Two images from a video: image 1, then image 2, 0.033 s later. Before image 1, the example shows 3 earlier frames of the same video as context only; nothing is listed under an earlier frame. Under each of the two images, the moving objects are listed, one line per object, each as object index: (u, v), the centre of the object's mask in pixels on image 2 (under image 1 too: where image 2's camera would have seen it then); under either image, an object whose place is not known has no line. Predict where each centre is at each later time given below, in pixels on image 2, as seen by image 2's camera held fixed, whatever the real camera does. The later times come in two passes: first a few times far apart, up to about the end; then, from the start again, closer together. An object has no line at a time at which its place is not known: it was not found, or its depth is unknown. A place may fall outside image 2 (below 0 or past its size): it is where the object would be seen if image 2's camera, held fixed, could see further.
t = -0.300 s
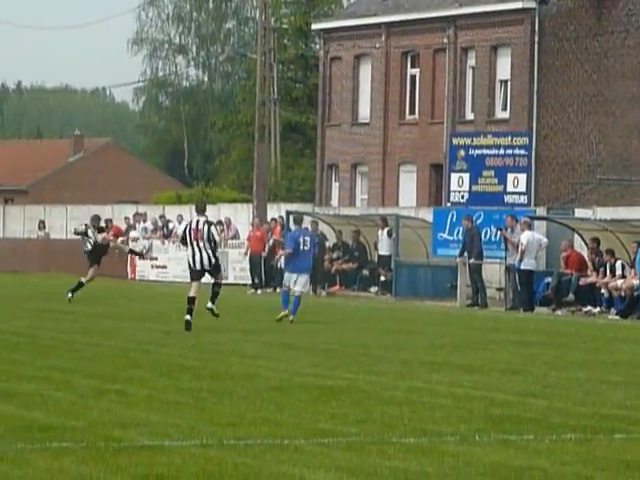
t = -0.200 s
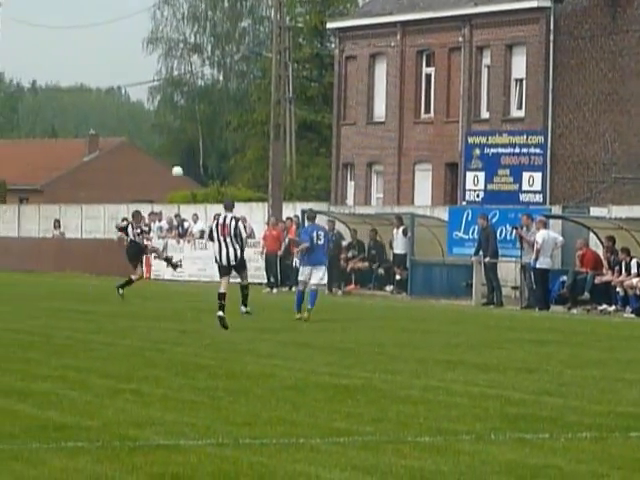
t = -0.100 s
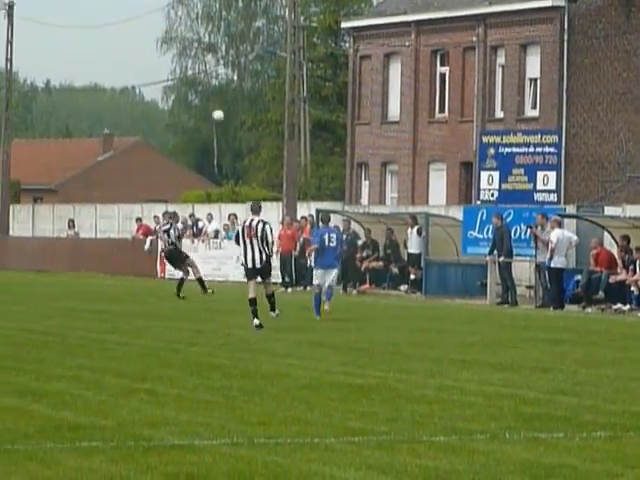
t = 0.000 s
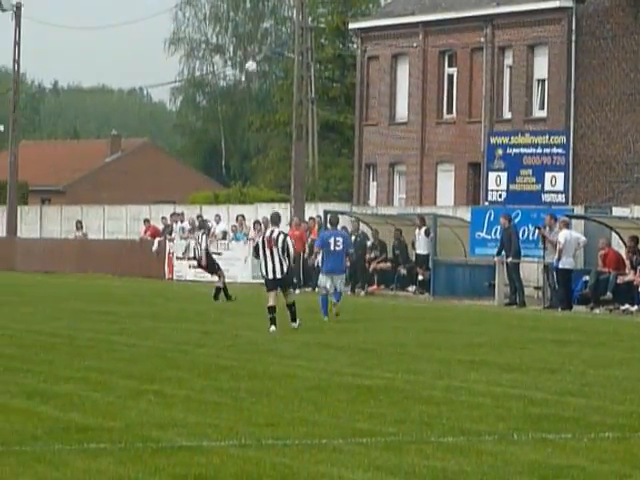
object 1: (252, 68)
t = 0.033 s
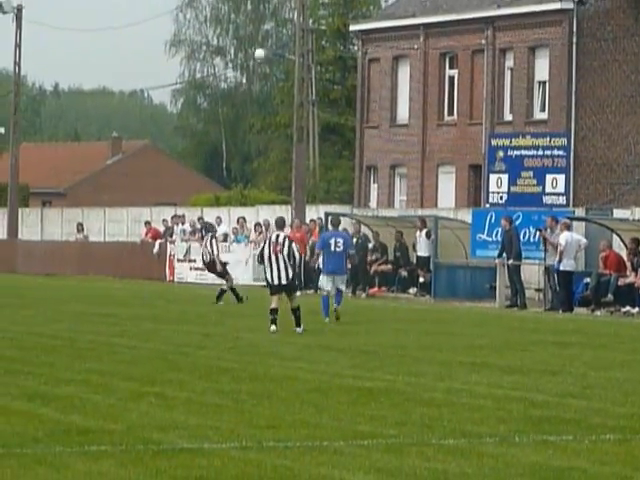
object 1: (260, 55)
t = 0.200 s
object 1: (299, -14)
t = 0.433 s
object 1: (351, -81)
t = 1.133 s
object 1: (493, -131)
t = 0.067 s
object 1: (268, 39)
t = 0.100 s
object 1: (274, 25)
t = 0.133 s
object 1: (285, 12)
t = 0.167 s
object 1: (292, 0)
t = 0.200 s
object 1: (299, -14)
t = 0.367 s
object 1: (336, -65)
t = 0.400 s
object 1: (344, -72)
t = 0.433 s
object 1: (351, -81)
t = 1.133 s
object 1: (493, -131)
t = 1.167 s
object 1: (501, -127)
